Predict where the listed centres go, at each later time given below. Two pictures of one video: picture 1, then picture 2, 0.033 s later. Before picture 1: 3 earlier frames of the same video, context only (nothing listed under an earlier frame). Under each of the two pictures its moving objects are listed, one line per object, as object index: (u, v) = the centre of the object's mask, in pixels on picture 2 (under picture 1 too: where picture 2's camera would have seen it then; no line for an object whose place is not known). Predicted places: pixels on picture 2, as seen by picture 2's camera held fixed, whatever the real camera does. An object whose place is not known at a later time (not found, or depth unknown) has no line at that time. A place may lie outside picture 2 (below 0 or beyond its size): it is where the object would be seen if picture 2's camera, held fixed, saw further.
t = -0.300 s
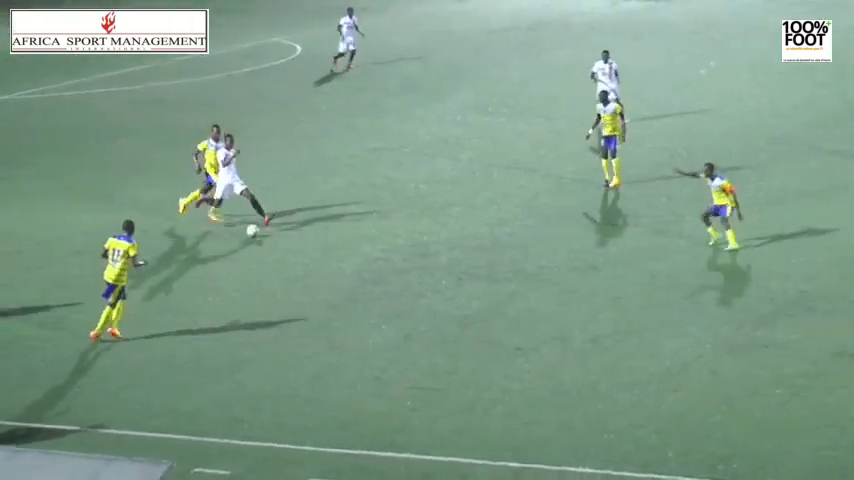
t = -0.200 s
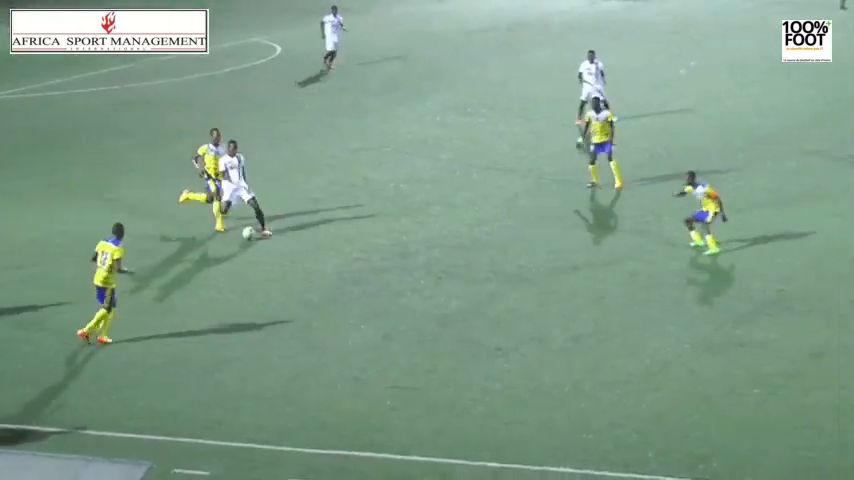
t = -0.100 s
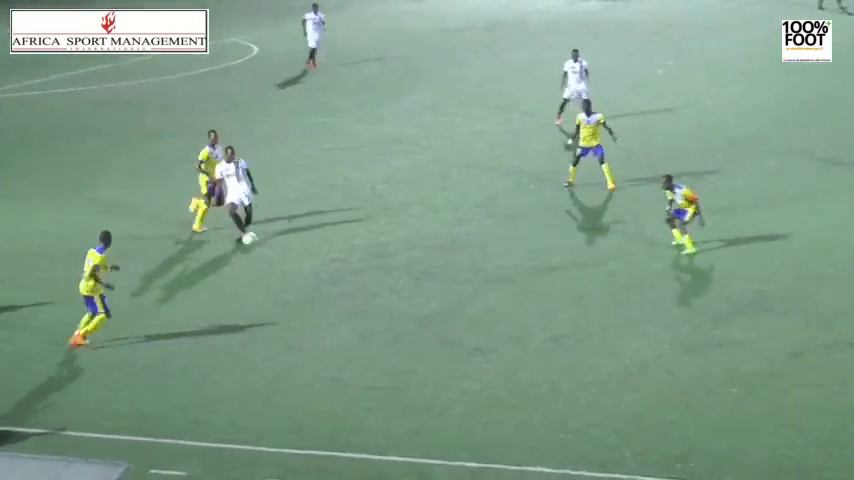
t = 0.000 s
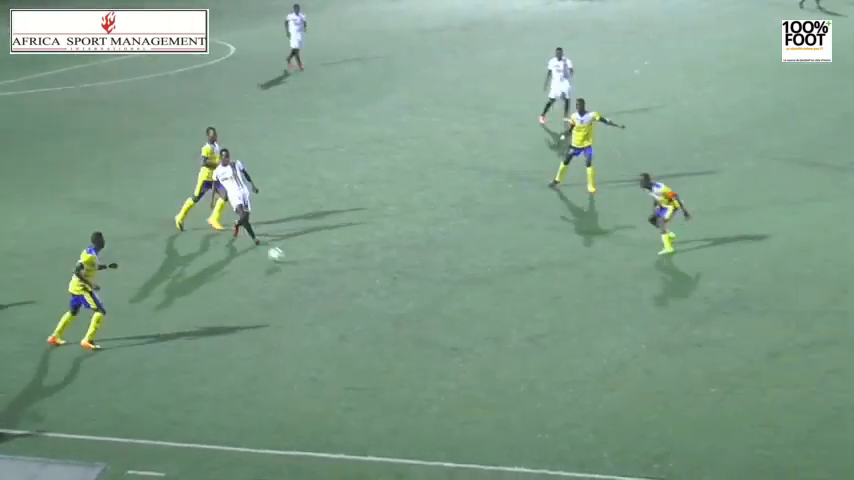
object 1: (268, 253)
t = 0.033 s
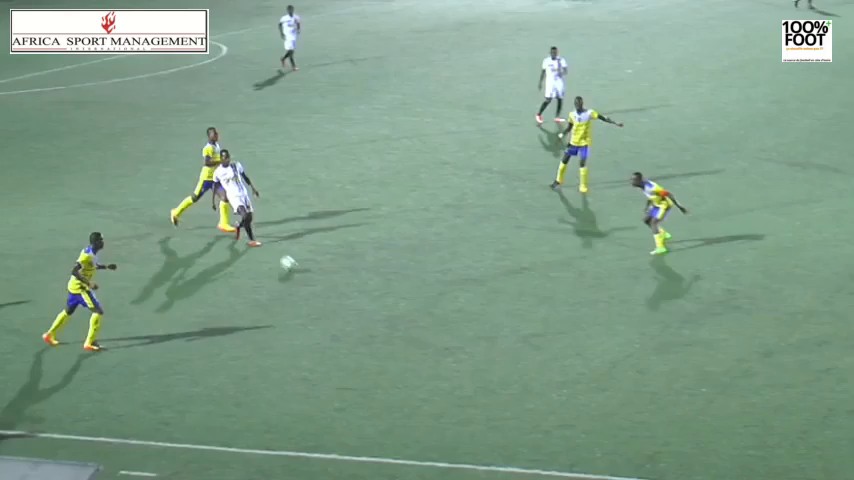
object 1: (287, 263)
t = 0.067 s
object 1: (297, 267)
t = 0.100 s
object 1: (316, 273)
